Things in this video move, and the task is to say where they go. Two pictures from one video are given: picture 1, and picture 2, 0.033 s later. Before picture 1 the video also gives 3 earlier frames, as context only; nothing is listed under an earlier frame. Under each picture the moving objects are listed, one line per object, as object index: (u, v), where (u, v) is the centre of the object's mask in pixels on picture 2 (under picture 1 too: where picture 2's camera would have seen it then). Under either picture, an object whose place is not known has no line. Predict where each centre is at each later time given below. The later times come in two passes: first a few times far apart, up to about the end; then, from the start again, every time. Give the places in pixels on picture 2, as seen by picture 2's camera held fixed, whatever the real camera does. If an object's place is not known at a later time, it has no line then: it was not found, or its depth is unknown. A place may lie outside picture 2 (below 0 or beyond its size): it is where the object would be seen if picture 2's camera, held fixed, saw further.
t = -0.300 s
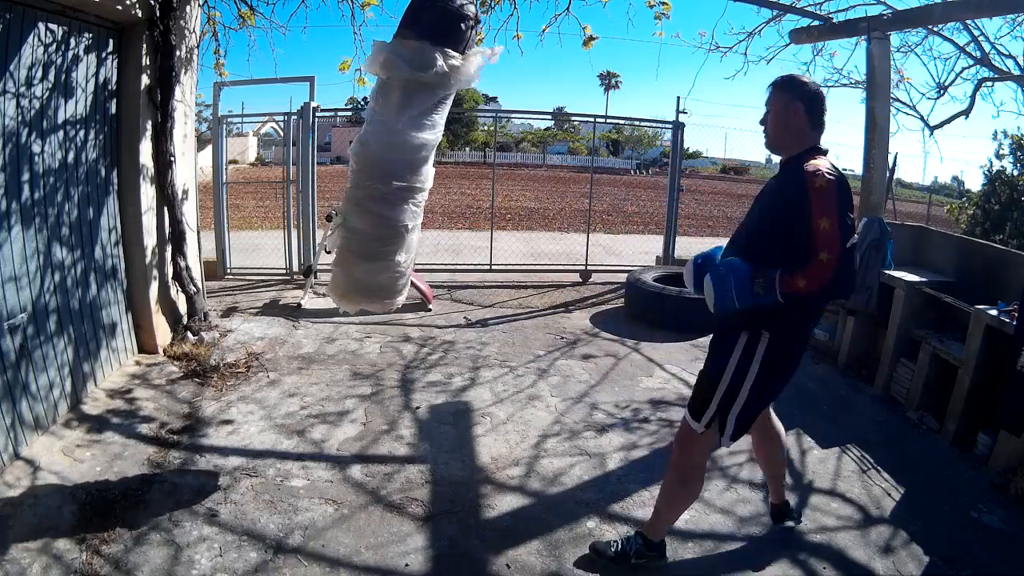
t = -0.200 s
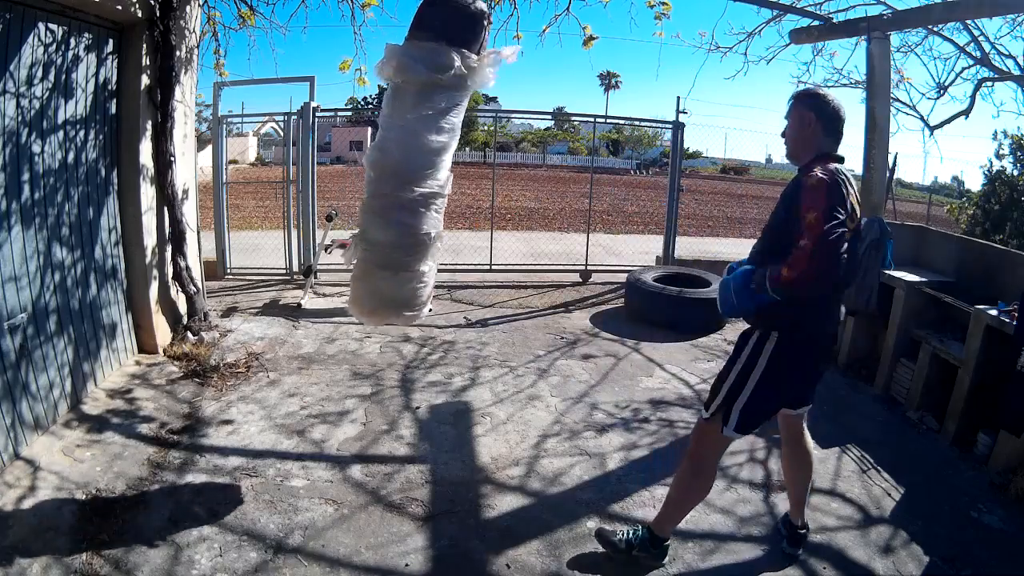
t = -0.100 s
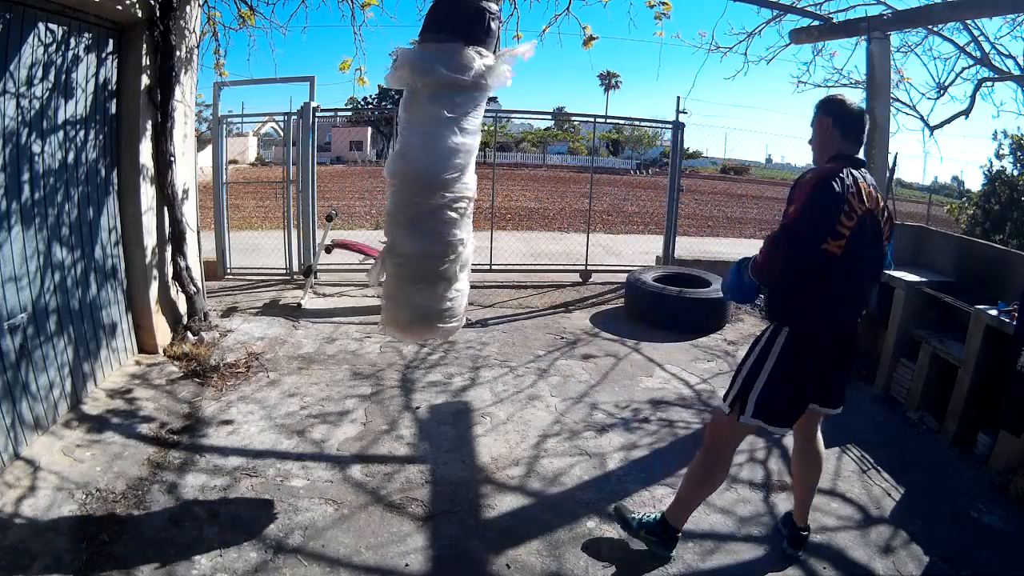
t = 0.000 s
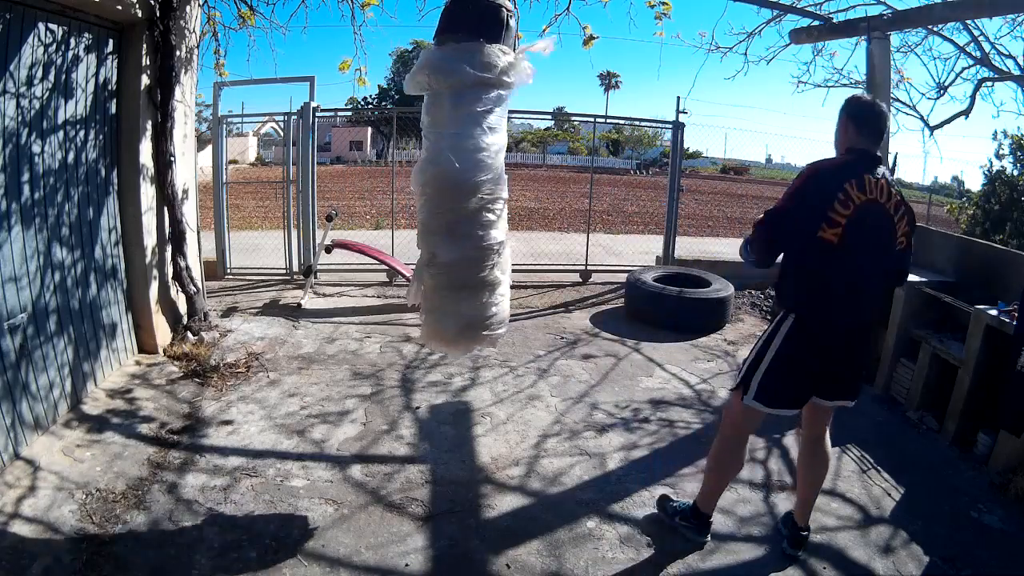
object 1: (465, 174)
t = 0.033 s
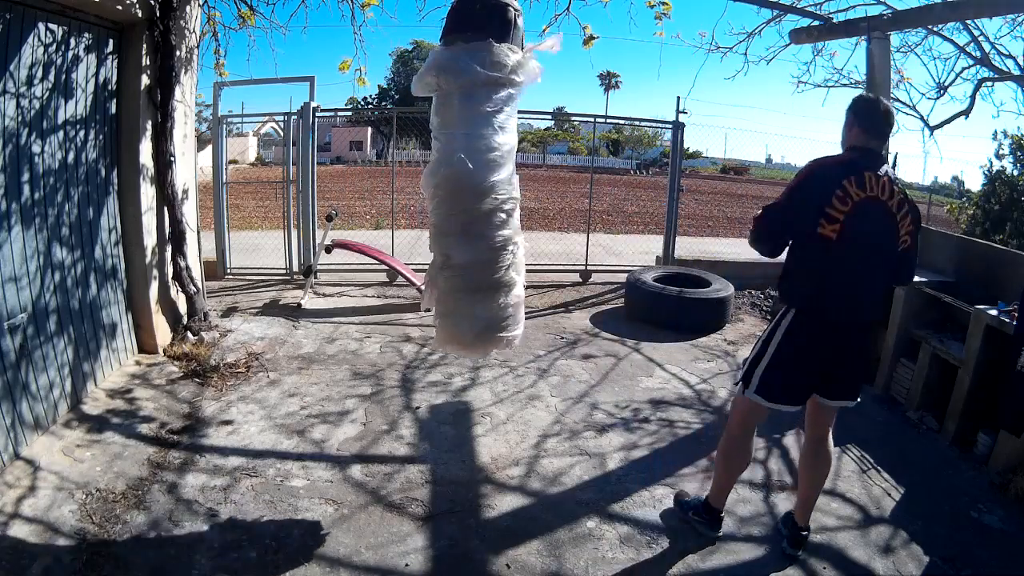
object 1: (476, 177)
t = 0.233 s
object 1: (545, 181)
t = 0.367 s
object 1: (587, 176)
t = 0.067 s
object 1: (487, 177)
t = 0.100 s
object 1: (498, 181)
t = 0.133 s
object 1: (510, 180)
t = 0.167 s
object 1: (522, 180)
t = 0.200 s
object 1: (534, 181)
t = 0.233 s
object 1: (545, 181)
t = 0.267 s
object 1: (556, 181)
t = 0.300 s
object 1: (567, 180)
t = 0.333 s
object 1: (577, 179)
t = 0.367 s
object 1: (587, 176)
